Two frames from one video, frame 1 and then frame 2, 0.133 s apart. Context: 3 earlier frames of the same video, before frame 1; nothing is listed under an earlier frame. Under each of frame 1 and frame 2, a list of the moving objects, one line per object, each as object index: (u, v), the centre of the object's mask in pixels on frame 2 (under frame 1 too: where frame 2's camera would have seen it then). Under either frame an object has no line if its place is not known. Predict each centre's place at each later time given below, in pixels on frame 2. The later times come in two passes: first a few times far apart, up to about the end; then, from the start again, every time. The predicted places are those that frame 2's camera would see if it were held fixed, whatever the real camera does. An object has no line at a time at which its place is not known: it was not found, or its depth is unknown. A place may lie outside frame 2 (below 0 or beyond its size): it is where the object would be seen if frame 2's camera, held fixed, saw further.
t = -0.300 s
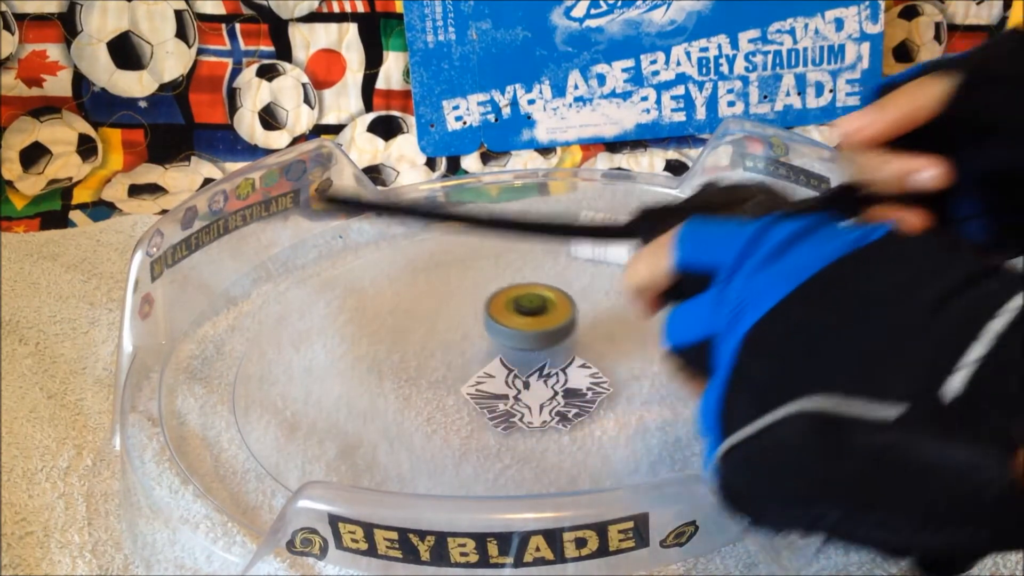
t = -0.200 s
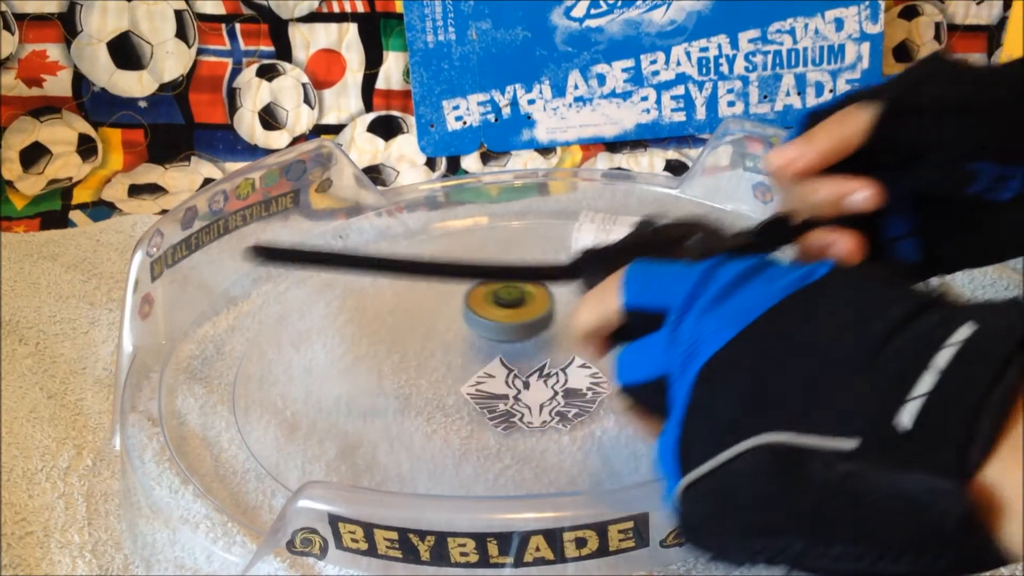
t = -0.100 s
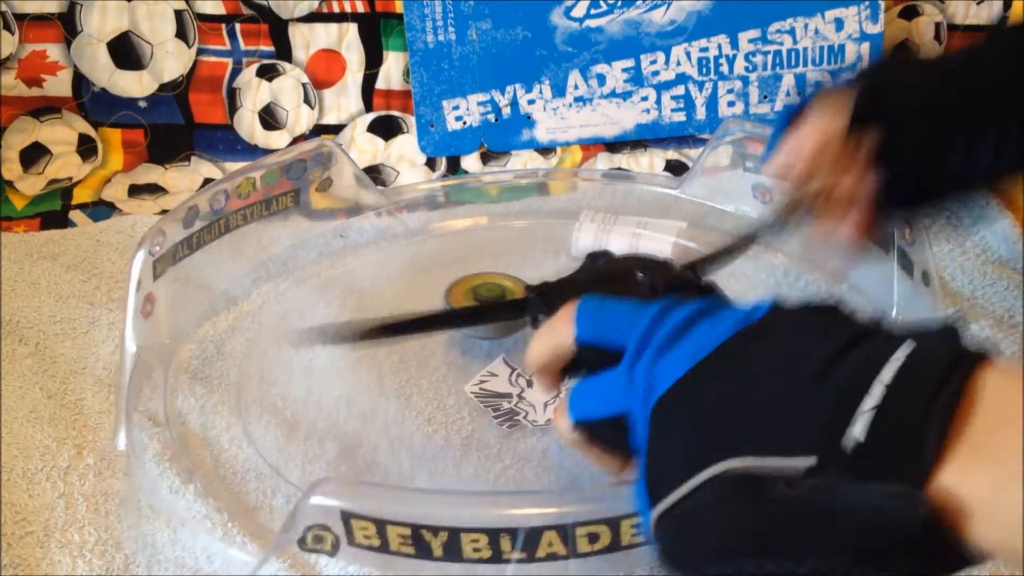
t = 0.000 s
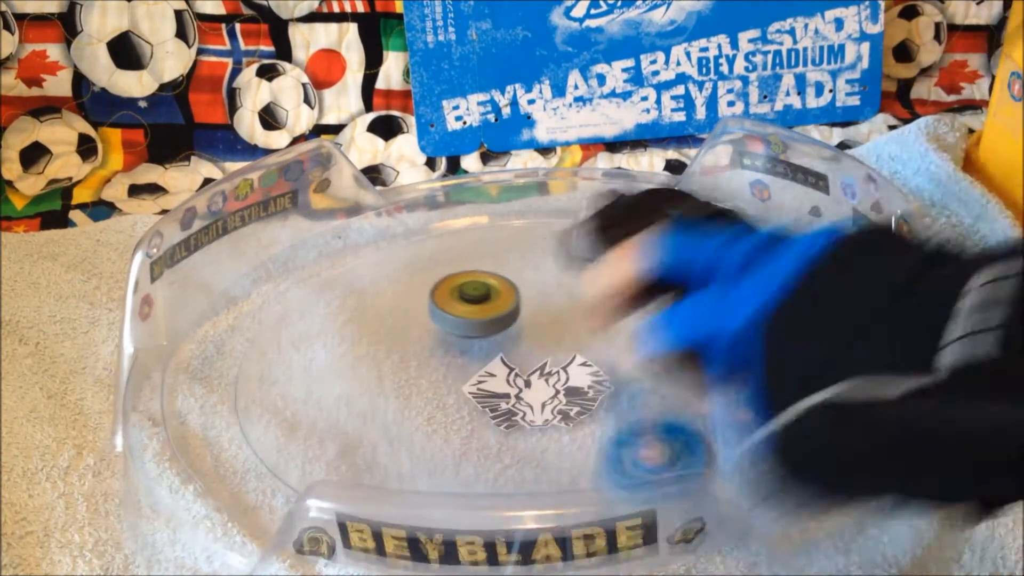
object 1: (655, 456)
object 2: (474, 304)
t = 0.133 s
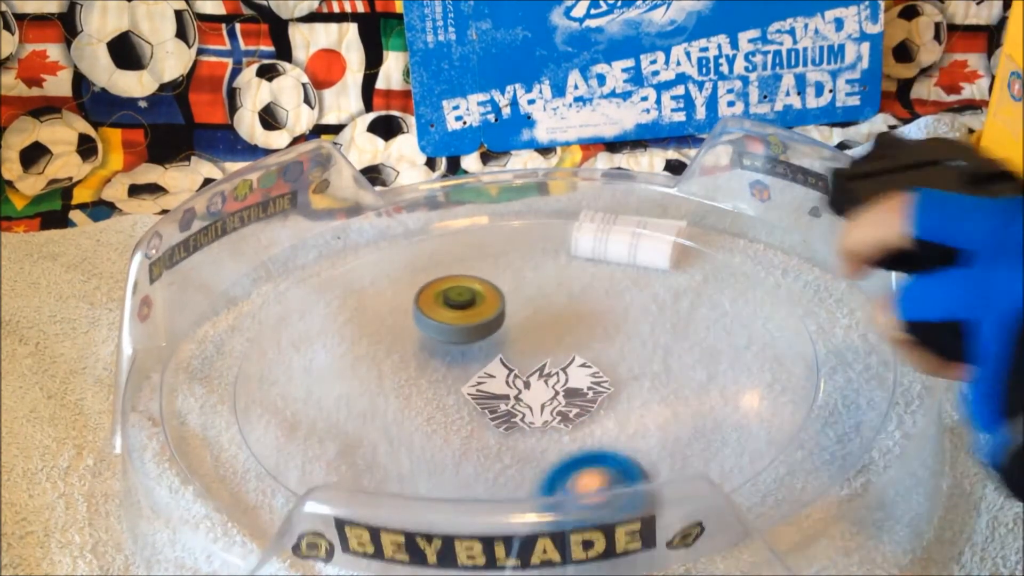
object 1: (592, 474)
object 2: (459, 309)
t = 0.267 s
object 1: (530, 462)
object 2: (449, 314)
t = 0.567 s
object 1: (681, 453)
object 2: (398, 175)
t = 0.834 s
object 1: (775, 419)
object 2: (430, 189)
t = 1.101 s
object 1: (716, 362)
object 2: (419, 213)
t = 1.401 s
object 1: (545, 368)
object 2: (447, 313)
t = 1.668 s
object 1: (536, 426)
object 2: (493, 336)
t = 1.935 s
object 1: (483, 402)
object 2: (570, 348)
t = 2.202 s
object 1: (415, 380)
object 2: (610, 334)
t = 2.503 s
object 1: (373, 359)
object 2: (595, 321)
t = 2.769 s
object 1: (379, 335)
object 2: (545, 326)
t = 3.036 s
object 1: (394, 302)
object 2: (491, 342)
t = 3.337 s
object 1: (415, 275)
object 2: (456, 364)
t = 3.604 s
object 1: (453, 269)
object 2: (460, 372)
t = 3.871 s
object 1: (512, 262)
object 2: (483, 358)
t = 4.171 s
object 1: (556, 263)
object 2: (490, 327)
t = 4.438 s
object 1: (587, 281)
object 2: (485, 303)
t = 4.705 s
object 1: (621, 304)
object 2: (478, 295)
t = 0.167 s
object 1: (575, 472)
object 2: (456, 310)
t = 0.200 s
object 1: (560, 472)
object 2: (453, 311)
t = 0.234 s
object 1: (543, 468)
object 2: (451, 312)
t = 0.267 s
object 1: (530, 462)
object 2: (449, 314)
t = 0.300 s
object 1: (518, 457)
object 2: (448, 315)
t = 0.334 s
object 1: (508, 440)
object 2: (447, 317)
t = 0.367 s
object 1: (500, 417)
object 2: (447, 319)
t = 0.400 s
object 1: (490, 389)
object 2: (448, 321)
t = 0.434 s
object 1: (509, 386)
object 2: (441, 308)
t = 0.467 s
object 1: (554, 425)
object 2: (420, 263)
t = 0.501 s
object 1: (596, 444)
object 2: (404, 226)
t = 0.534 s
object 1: (641, 450)
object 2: (392, 191)
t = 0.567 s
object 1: (681, 453)
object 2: (398, 175)
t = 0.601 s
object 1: (707, 450)
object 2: (407, 174)
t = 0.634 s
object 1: (725, 454)
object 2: (417, 173)
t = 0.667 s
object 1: (737, 451)
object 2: (425, 177)
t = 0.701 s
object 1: (747, 448)
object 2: (431, 180)
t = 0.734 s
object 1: (755, 442)
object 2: (434, 183)
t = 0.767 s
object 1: (763, 435)
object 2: (434, 185)
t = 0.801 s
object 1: (770, 426)
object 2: (432, 187)
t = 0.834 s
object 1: (775, 419)
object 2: (430, 189)
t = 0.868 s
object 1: (778, 411)
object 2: (428, 191)
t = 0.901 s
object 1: (779, 403)
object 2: (426, 192)
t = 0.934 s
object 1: (775, 395)
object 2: (425, 194)
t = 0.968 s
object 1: (769, 386)
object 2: (423, 197)
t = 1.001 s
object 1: (760, 378)
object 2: (422, 200)
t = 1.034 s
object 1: (746, 371)
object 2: (422, 203)
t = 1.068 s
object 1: (733, 366)
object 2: (421, 207)
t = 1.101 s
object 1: (716, 362)
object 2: (419, 213)
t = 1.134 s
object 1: (697, 359)
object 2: (417, 225)
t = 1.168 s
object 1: (678, 359)
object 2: (416, 233)
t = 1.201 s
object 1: (659, 358)
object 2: (416, 242)
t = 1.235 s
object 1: (640, 358)
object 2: (417, 252)
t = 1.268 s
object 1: (621, 360)
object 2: (420, 263)
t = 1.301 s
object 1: (600, 361)
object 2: (423, 277)
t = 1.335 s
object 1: (581, 363)
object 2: (428, 289)
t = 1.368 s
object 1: (562, 365)
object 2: (436, 303)
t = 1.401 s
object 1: (545, 368)
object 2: (447, 313)
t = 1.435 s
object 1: (527, 371)
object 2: (460, 330)
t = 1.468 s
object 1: (536, 394)
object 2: (461, 326)
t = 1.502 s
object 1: (541, 415)
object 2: (463, 319)
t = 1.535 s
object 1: (544, 422)
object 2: (467, 319)
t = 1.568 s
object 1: (542, 428)
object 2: (473, 322)
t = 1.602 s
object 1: (540, 429)
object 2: (479, 326)
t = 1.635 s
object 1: (538, 429)
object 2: (486, 332)
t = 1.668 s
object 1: (536, 426)
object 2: (493, 336)
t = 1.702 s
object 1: (532, 423)
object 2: (503, 339)
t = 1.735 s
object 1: (528, 420)
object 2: (511, 342)
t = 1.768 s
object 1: (524, 416)
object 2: (522, 344)
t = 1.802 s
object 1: (517, 412)
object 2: (531, 345)
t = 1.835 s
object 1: (509, 410)
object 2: (542, 346)
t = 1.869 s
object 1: (501, 407)
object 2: (552, 348)
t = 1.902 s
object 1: (492, 405)
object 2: (561, 348)
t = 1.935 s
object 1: (483, 402)
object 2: (570, 348)
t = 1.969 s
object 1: (474, 399)
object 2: (578, 347)
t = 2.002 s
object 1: (465, 397)
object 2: (585, 346)
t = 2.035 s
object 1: (456, 394)
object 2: (592, 344)
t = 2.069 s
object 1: (448, 392)
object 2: (597, 343)
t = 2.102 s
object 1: (439, 389)
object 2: (601, 341)
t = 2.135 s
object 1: (430, 385)
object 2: (605, 338)
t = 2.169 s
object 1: (423, 383)
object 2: (608, 336)
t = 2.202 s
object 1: (415, 380)
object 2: (610, 334)
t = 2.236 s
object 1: (408, 378)
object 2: (611, 332)
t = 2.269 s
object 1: (400, 375)
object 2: (612, 330)
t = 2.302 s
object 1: (394, 373)
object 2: (612, 328)
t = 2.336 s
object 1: (388, 370)
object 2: (611, 327)
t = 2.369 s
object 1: (383, 368)
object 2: (609, 325)
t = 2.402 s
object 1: (379, 366)
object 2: (606, 324)
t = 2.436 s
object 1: (376, 364)
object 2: (603, 322)
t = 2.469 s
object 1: (374, 361)
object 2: (599, 321)
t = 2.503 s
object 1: (373, 359)
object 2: (595, 321)
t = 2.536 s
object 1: (372, 357)
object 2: (590, 320)
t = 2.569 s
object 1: (372, 355)
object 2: (584, 320)
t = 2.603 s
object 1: (372, 352)
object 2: (578, 321)
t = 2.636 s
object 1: (373, 349)
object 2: (572, 321)
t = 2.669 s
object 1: (373, 346)
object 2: (565, 322)
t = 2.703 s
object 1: (375, 342)
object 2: (559, 323)
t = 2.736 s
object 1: (376, 339)
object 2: (552, 325)
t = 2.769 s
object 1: (379, 335)
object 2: (545, 326)
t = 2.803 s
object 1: (380, 332)
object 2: (538, 328)
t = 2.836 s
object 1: (382, 327)
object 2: (532, 329)
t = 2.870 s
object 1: (384, 323)
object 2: (525, 331)
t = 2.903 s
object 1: (386, 319)
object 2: (518, 333)
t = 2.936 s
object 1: (388, 315)
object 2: (511, 336)
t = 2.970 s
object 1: (390, 311)
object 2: (504, 338)
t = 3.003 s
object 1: (392, 306)
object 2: (498, 340)
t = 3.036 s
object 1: (394, 302)
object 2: (491, 342)
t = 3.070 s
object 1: (397, 297)
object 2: (486, 344)
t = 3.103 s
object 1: (398, 293)
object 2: (480, 347)
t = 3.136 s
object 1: (400, 289)
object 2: (475, 349)
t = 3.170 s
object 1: (402, 286)
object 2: (471, 352)
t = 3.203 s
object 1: (404, 283)
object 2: (467, 354)
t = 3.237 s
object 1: (406, 280)
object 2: (464, 357)
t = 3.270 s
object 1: (409, 278)
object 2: (461, 360)
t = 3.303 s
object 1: (412, 276)
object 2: (458, 362)
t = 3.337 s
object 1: (415, 275)
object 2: (456, 364)
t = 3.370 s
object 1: (418, 274)
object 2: (455, 366)
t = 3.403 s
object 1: (422, 273)
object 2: (454, 367)
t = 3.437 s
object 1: (426, 272)
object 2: (454, 369)
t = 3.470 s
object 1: (430, 271)
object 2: (455, 370)
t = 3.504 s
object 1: (435, 271)
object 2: (455, 371)
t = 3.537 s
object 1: (440, 270)
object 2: (456, 371)
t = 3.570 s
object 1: (446, 270)
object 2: (458, 372)
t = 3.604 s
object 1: (453, 269)
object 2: (460, 372)
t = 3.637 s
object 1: (459, 269)
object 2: (463, 371)
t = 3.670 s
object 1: (467, 268)
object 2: (466, 371)
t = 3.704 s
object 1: (475, 267)
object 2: (469, 369)
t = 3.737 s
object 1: (482, 266)
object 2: (472, 368)
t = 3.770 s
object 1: (490, 265)
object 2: (475, 366)
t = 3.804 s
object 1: (498, 264)
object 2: (478, 363)
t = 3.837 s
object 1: (505, 263)
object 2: (481, 360)
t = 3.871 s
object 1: (512, 262)
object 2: (483, 358)
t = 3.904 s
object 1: (519, 261)
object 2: (485, 355)
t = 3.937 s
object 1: (525, 260)
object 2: (487, 351)
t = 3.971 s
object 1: (531, 259)
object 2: (489, 348)
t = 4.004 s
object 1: (536, 258)
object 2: (490, 344)
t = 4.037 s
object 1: (541, 258)
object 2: (491, 342)
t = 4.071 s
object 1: (545, 259)
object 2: (492, 337)
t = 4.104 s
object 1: (549, 259)
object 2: (492, 333)
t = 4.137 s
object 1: (552, 261)
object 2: (491, 329)
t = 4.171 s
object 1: (556, 263)
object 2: (490, 327)
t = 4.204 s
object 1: (560, 265)
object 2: (491, 322)
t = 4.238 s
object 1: (563, 267)
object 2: (490, 319)
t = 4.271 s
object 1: (567, 268)
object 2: (489, 315)
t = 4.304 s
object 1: (572, 271)
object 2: (489, 312)
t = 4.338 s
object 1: (576, 273)
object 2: (488, 310)
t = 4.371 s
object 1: (579, 275)
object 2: (487, 307)
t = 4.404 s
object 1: (583, 278)
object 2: (486, 305)
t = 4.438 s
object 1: (587, 281)
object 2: (485, 303)
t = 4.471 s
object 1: (591, 284)
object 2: (484, 301)
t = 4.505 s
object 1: (595, 287)
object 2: (483, 299)
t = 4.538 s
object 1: (599, 290)
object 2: (482, 298)
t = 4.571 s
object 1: (604, 293)
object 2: (481, 297)
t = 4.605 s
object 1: (608, 296)
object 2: (480, 296)
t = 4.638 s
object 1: (612, 299)
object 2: (479, 296)
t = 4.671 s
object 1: (617, 301)
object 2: (479, 295)
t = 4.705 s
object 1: (621, 304)
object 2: (478, 295)
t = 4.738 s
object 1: (624, 307)
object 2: (478, 295)
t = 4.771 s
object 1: (627, 309)
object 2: (478, 295)
